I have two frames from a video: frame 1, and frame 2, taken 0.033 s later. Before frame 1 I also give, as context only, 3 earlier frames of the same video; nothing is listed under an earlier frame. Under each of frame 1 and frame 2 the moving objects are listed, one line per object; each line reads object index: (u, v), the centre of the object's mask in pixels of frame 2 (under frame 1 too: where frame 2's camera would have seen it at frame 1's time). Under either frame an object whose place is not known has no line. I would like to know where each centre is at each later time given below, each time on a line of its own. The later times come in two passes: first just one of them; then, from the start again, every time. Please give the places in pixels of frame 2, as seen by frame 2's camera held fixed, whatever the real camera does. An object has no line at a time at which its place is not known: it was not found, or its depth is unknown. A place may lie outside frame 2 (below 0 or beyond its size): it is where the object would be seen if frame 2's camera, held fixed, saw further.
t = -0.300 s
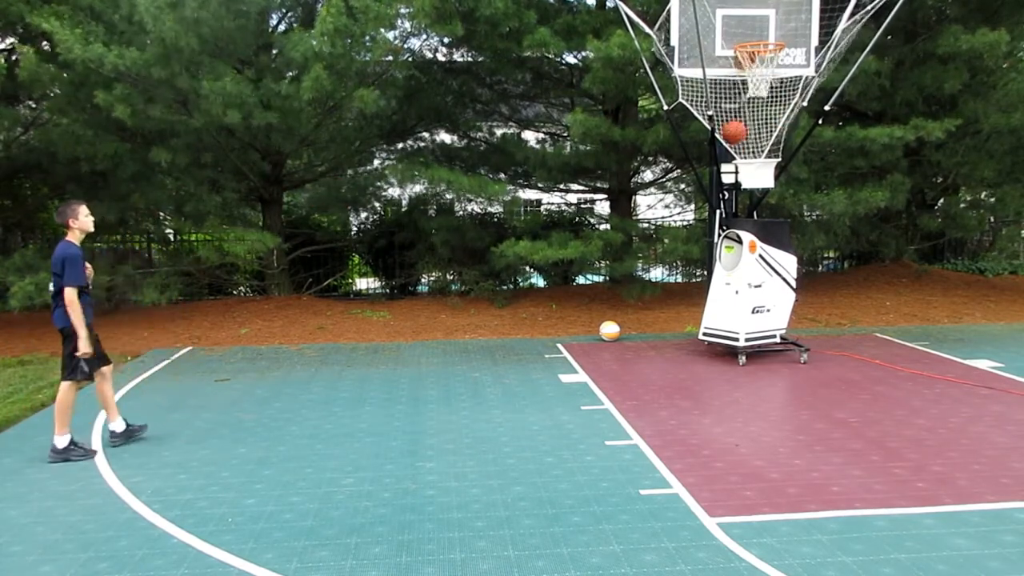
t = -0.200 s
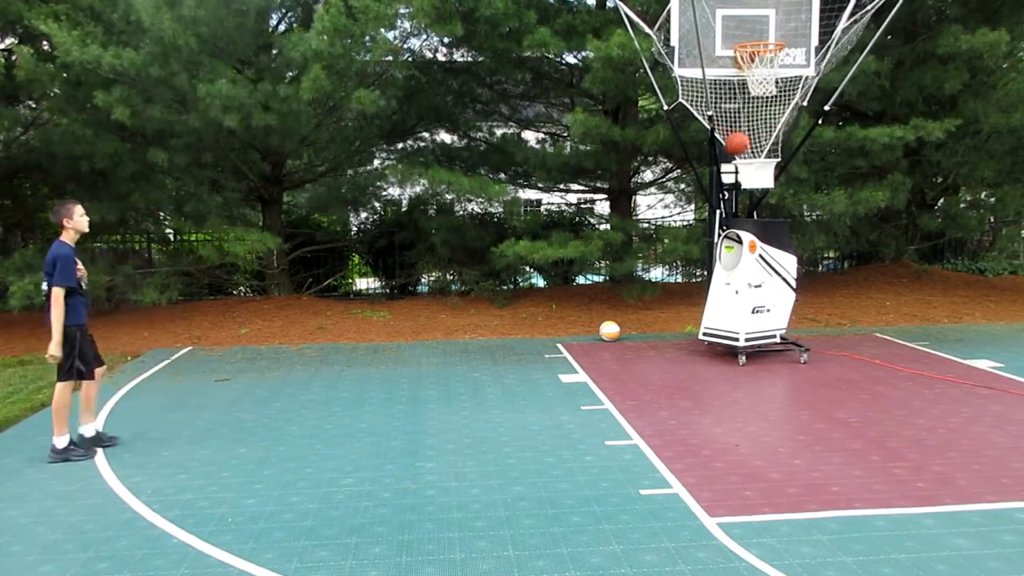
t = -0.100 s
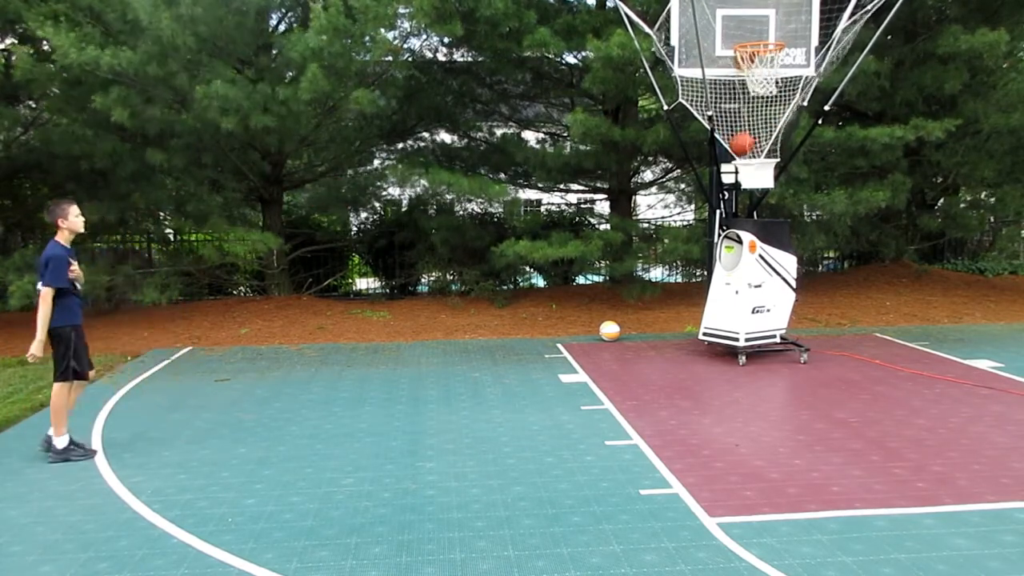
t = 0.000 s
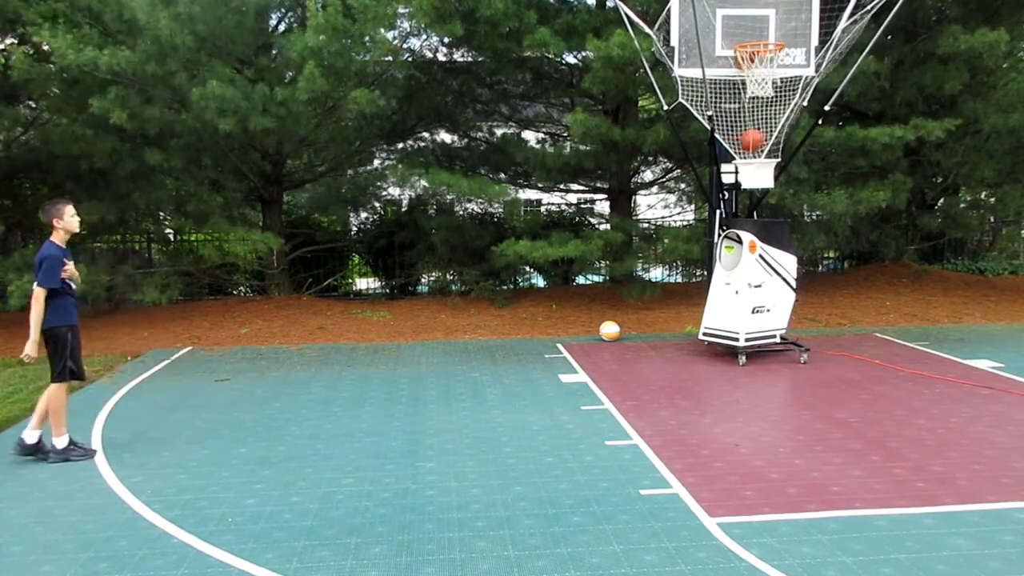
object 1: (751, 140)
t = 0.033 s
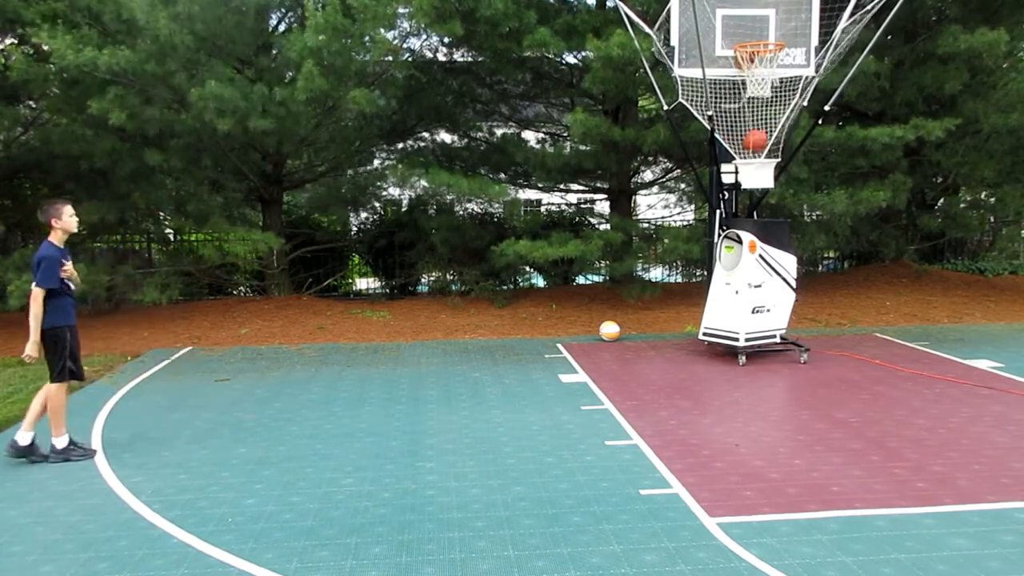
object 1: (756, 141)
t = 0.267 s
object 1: (768, 153)
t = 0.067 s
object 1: (759, 142)
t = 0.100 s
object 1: (763, 146)
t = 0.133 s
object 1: (766, 150)
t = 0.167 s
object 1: (769, 153)
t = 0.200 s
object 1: (770, 154)
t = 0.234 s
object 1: (770, 154)
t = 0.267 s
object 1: (768, 153)
